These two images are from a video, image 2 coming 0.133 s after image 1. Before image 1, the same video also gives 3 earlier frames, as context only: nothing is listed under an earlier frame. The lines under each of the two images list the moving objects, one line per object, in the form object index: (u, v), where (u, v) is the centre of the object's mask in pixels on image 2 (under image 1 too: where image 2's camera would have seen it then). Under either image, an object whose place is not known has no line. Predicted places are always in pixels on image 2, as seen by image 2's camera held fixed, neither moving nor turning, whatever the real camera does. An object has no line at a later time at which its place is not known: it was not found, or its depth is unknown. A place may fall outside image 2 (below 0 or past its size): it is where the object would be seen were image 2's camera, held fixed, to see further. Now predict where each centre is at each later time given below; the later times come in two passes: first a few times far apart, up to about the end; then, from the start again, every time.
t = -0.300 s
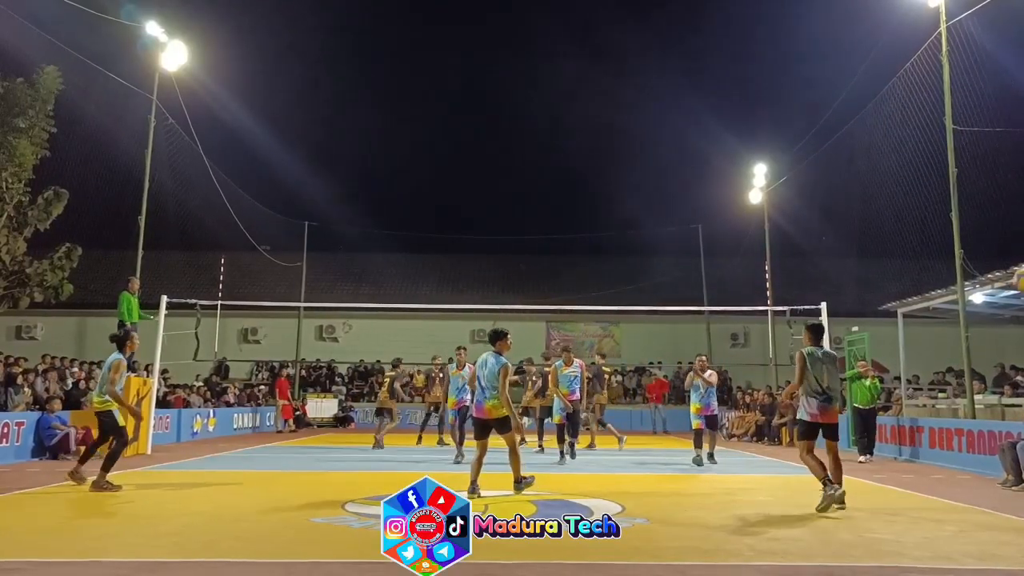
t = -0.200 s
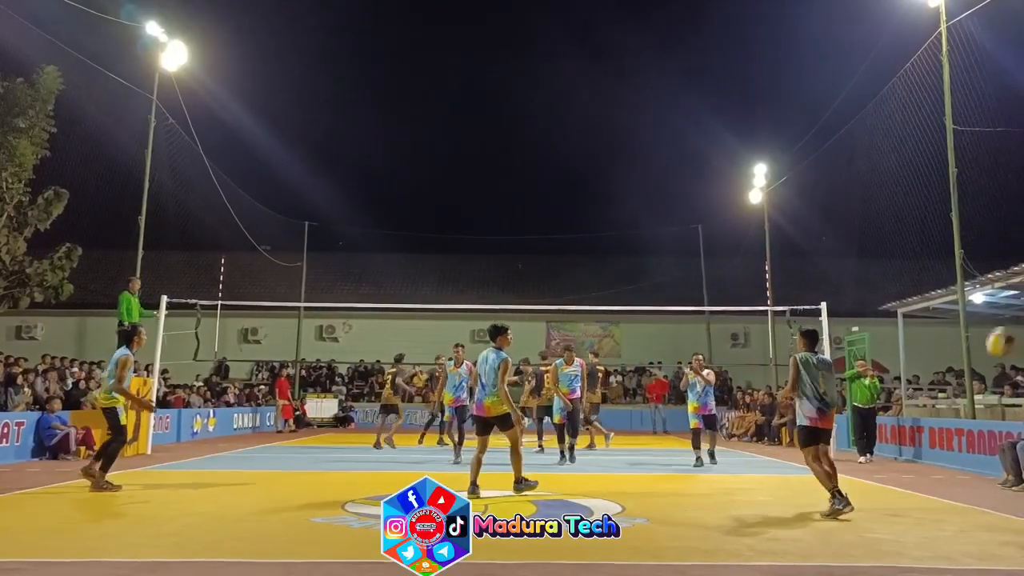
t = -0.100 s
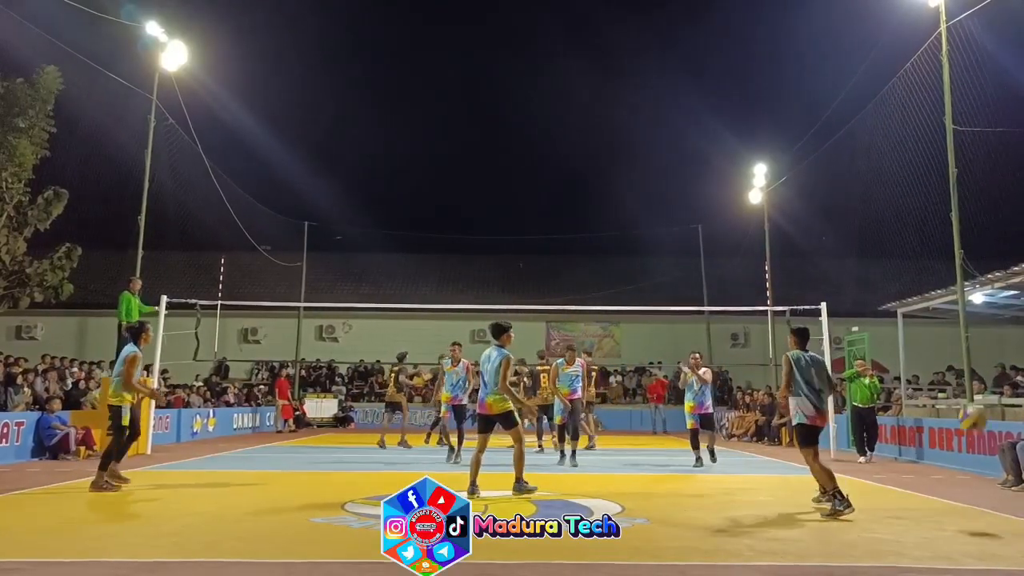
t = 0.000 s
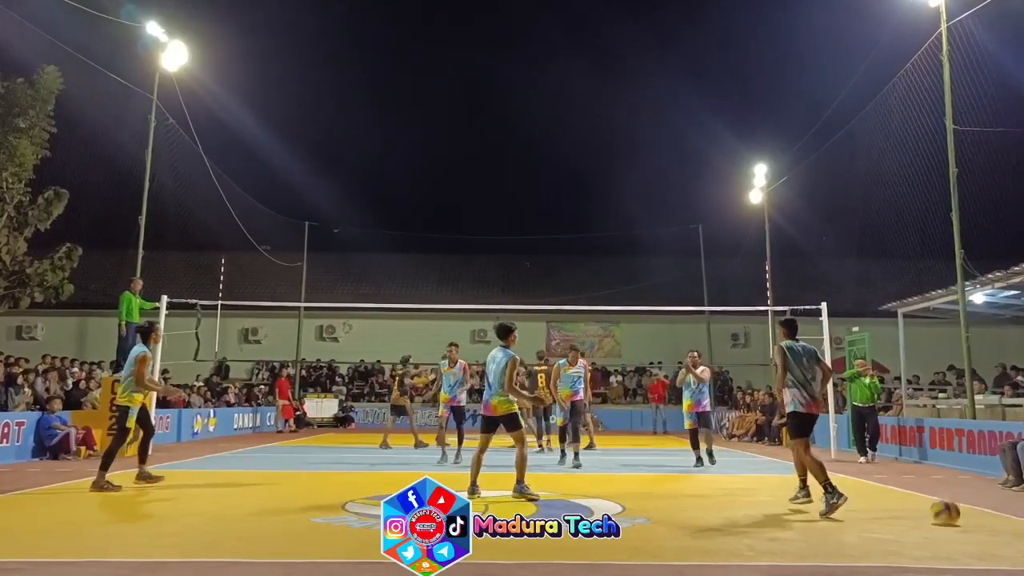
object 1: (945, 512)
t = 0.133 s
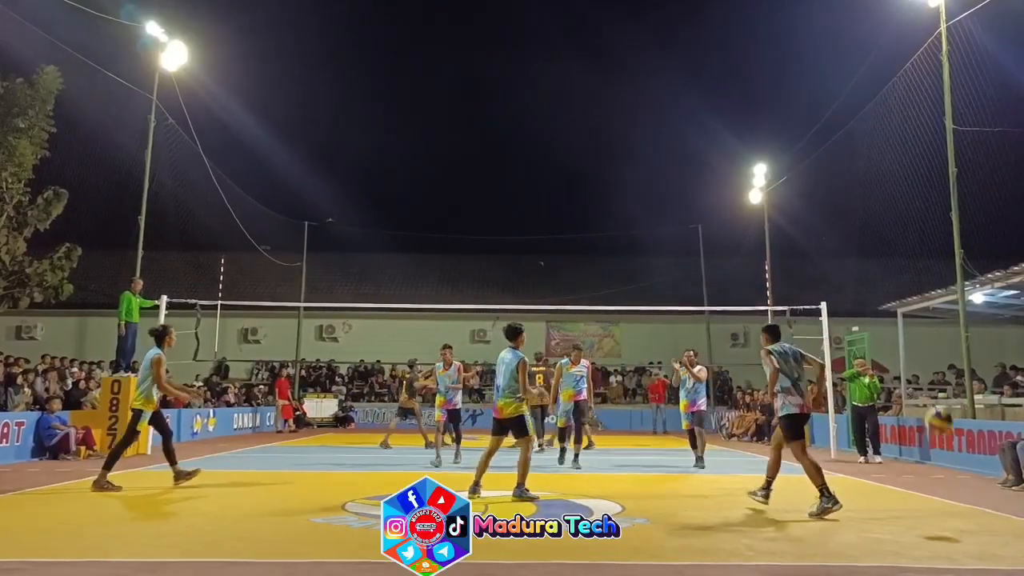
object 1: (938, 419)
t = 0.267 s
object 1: (934, 346)
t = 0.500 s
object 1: (932, 271)
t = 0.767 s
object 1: (935, 265)
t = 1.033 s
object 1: (944, 352)
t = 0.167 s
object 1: (935, 398)
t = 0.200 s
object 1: (936, 382)
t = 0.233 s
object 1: (934, 362)
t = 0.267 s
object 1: (934, 346)
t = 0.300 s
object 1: (934, 331)
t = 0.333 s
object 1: (933, 318)
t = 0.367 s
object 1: (933, 307)
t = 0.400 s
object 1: (933, 294)
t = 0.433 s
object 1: (932, 285)
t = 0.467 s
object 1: (932, 279)
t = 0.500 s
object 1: (932, 271)
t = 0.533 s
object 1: (932, 266)
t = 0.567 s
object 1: (932, 262)
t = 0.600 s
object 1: (933, 259)
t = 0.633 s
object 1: (933, 257)
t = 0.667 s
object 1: (933, 257)
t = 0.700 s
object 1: (934, 258)
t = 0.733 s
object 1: (934, 261)
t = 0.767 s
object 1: (935, 265)
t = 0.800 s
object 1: (936, 271)
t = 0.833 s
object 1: (936, 277)
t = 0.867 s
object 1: (937, 285)
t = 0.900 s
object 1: (938, 296)
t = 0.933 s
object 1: (939, 308)
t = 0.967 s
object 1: (940, 321)
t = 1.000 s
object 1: (942, 335)
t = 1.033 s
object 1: (944, 352)
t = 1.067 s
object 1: (945, 370)
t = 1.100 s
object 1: (947, 389)
